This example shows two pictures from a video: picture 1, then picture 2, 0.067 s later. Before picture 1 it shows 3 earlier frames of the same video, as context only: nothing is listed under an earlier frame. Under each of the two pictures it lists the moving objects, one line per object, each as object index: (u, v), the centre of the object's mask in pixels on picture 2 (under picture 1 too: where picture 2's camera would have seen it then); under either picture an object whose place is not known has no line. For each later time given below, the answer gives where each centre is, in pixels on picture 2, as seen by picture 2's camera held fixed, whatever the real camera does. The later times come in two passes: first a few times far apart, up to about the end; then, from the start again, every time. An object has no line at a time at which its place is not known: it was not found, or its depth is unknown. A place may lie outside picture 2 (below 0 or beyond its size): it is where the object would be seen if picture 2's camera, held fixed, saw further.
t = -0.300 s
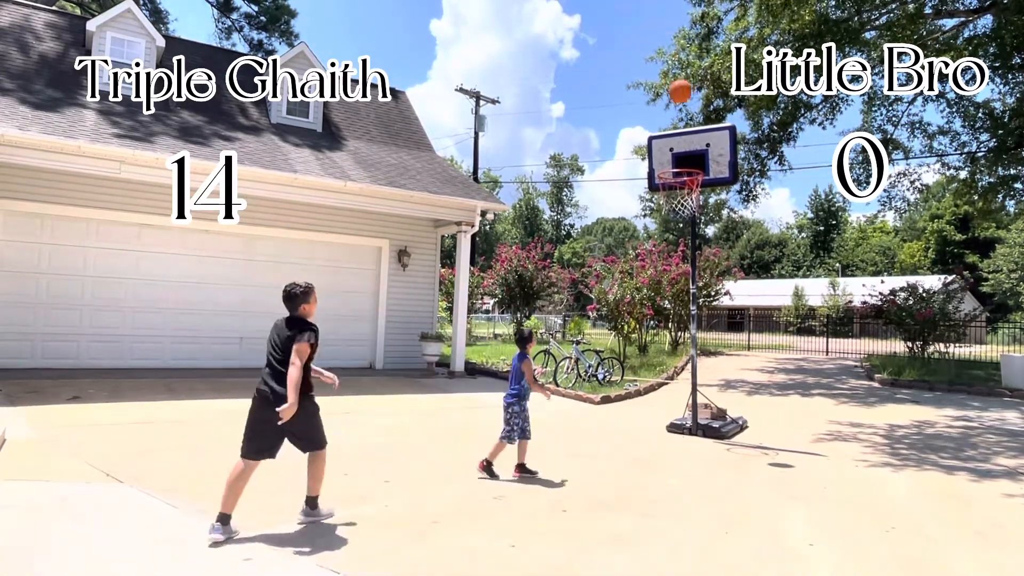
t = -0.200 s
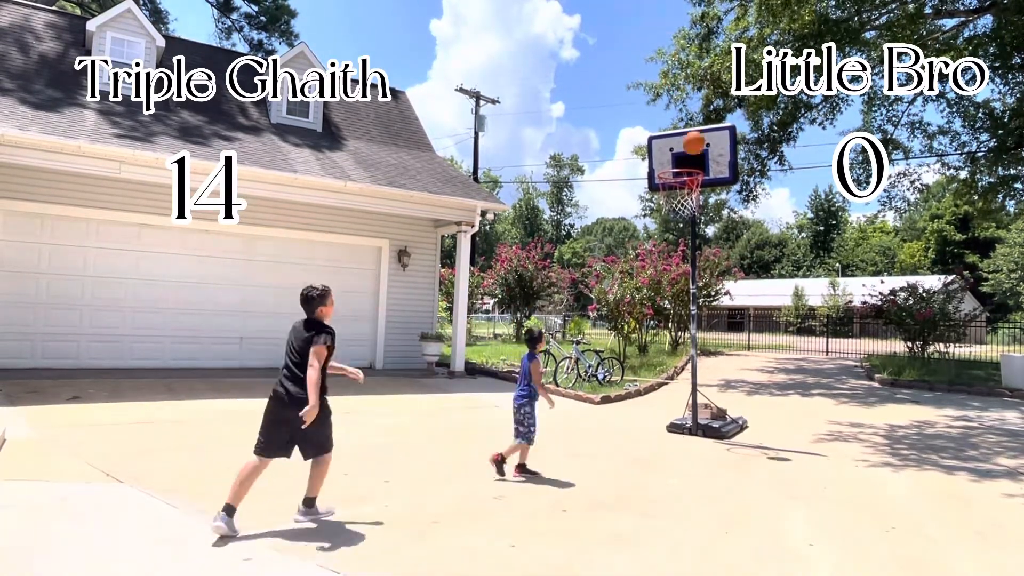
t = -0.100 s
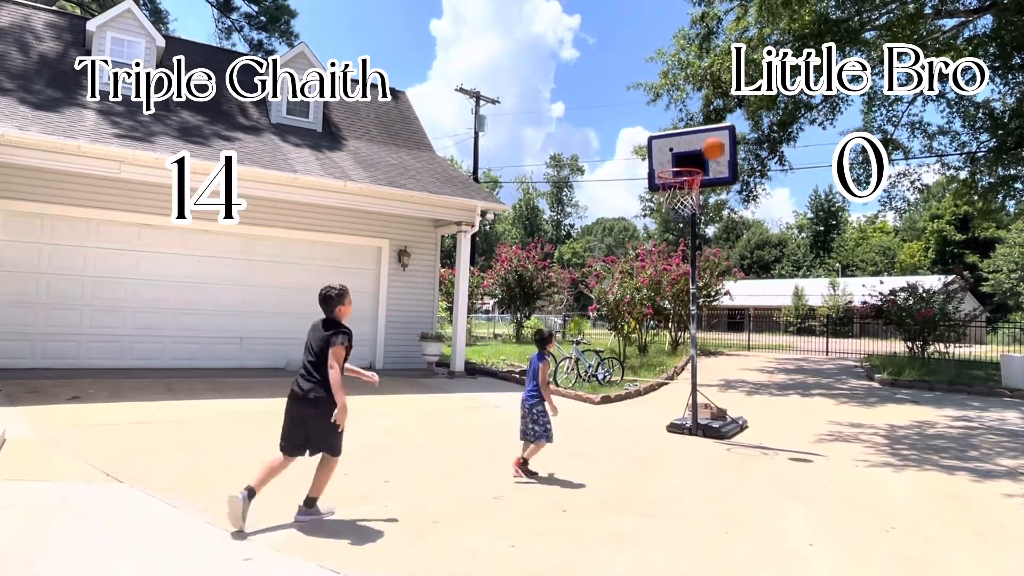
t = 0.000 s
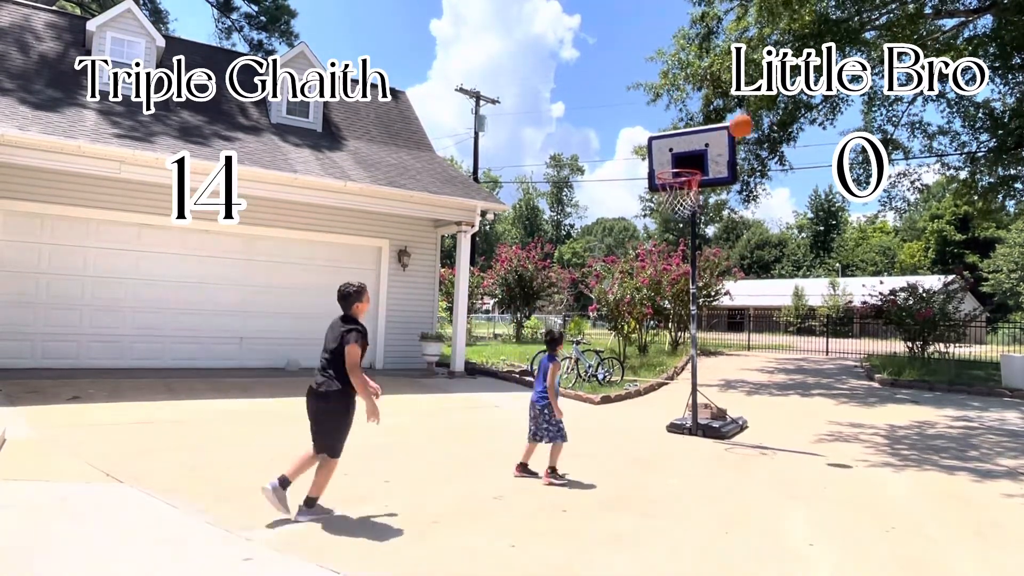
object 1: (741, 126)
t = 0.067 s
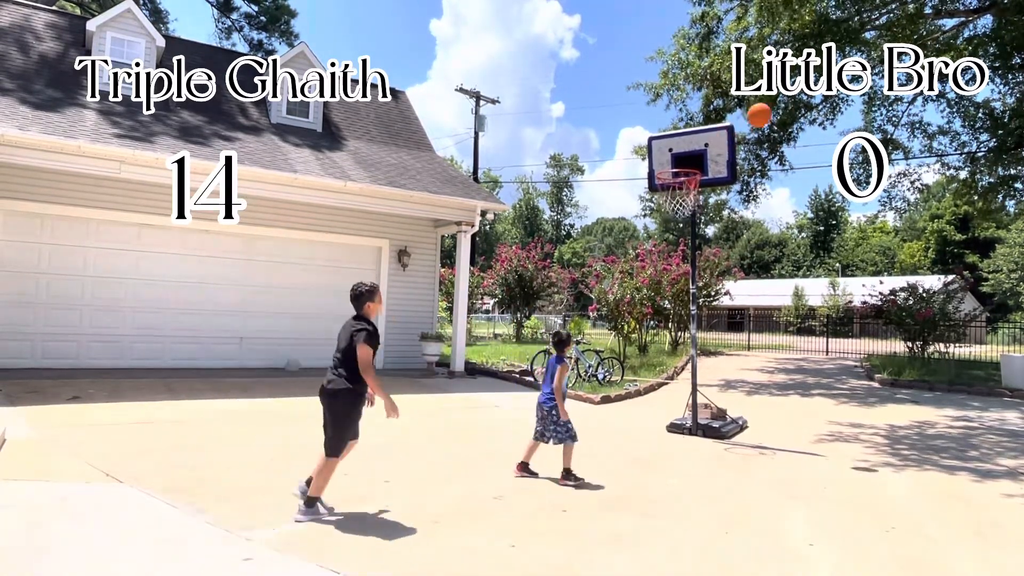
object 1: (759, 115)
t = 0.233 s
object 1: (807, 105)
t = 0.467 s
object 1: (885, 135)
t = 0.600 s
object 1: (929, 183)
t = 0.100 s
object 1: (769, 111)
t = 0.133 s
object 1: (778, 108)
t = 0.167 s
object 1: (788, 106)
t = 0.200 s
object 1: (798, 105)
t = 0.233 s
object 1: (807, 105)
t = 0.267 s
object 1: (818, 106)
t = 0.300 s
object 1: (828, 108)
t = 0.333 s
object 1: (839, 111)
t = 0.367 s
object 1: (849, 116)
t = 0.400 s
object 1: (861, 121)
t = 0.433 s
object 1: (872, 126)
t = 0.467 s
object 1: (885, 135)
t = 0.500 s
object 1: (895, 146)
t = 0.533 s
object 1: (905, 157)
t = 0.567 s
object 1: (917, 169)
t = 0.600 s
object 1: (929, 183)
